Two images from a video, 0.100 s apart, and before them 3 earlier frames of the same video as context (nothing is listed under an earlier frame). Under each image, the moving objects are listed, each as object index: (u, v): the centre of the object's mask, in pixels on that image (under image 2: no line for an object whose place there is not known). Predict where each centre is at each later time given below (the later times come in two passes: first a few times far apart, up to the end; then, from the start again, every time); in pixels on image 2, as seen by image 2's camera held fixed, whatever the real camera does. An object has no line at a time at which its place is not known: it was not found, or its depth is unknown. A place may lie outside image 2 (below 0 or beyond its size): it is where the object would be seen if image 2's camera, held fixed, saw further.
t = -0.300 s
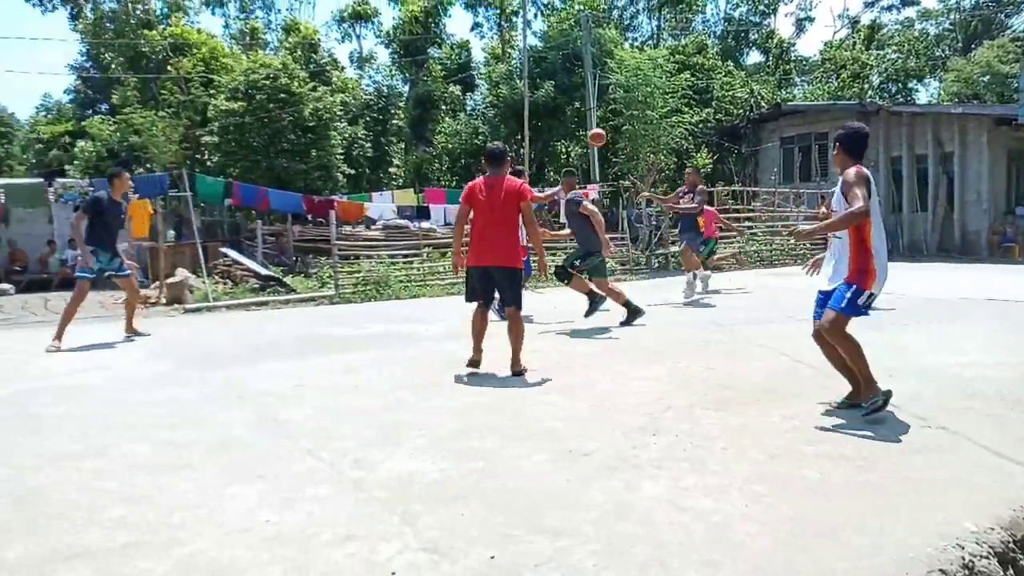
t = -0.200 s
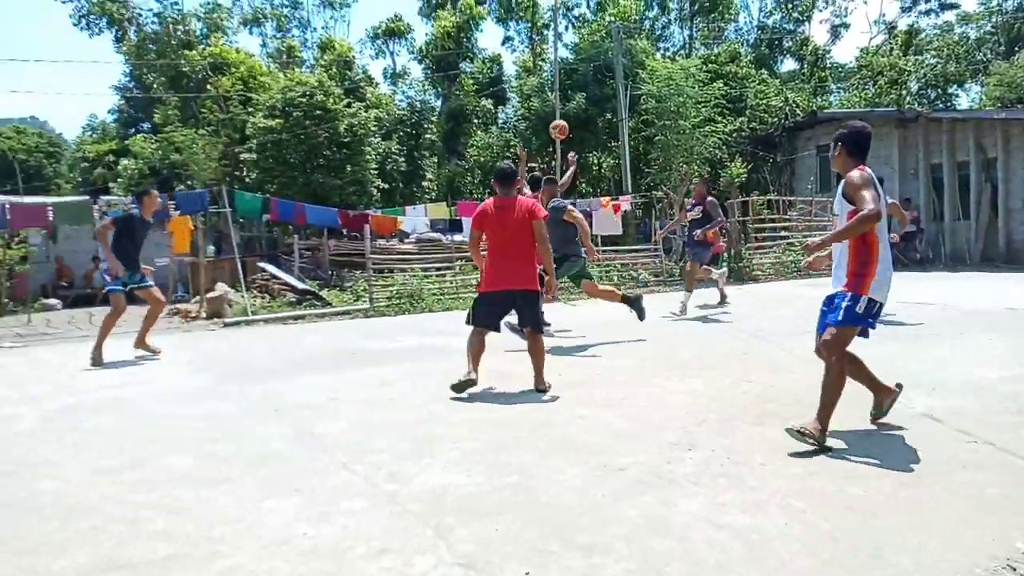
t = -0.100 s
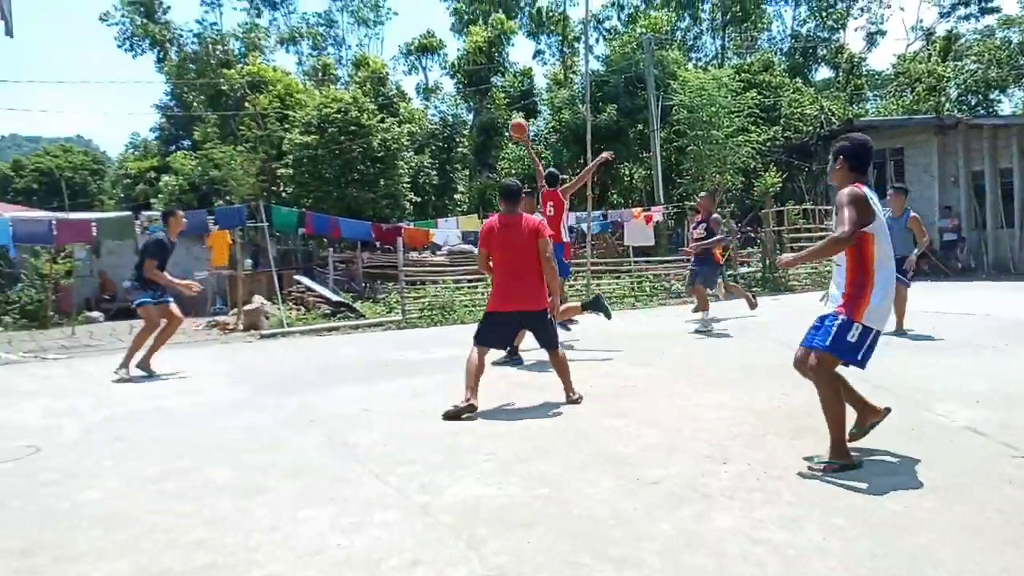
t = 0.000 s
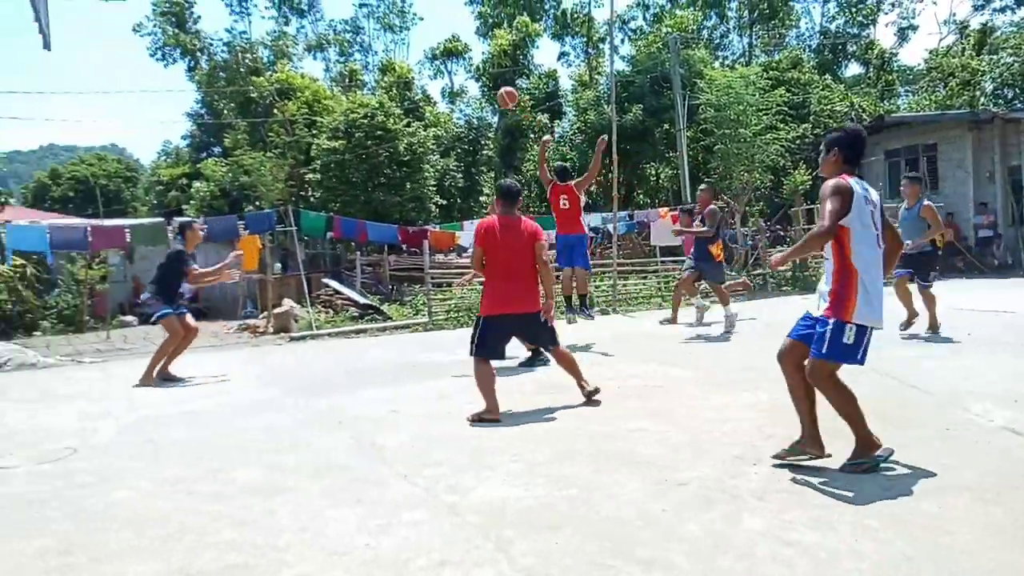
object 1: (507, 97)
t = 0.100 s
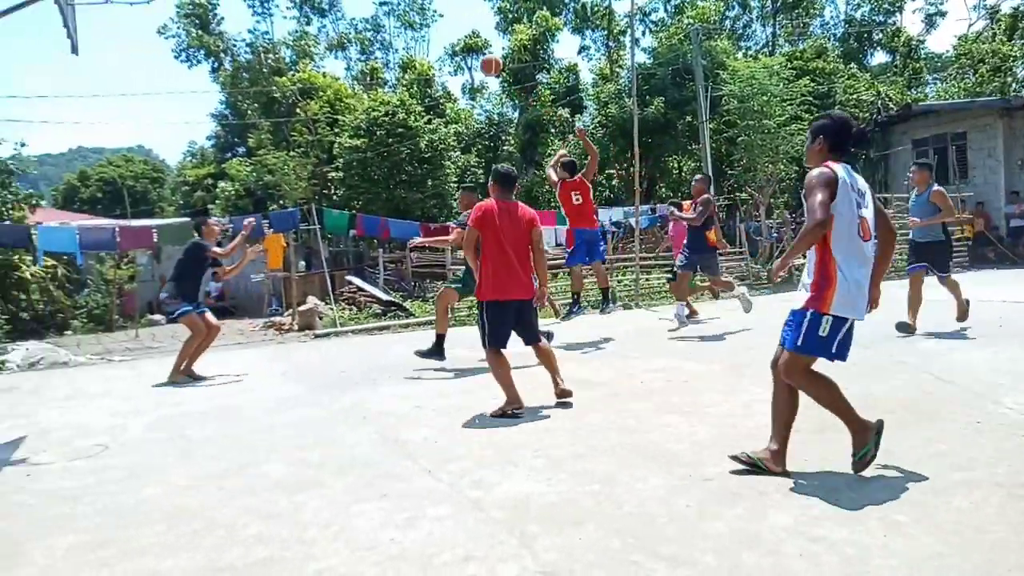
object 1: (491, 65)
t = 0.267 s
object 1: (420, 38)
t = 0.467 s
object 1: (330, 37)
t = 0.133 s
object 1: (476, 57)
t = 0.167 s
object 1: (463, 51)
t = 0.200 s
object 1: (449, 46)
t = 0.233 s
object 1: (436, 42)
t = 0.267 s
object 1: (420, 38)
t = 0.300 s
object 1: (406, 34)
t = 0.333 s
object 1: (391, 33)
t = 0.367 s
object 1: (376, 32)
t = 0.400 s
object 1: (362, 32)
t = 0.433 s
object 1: (346, 34)
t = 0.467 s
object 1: (330, 37)
